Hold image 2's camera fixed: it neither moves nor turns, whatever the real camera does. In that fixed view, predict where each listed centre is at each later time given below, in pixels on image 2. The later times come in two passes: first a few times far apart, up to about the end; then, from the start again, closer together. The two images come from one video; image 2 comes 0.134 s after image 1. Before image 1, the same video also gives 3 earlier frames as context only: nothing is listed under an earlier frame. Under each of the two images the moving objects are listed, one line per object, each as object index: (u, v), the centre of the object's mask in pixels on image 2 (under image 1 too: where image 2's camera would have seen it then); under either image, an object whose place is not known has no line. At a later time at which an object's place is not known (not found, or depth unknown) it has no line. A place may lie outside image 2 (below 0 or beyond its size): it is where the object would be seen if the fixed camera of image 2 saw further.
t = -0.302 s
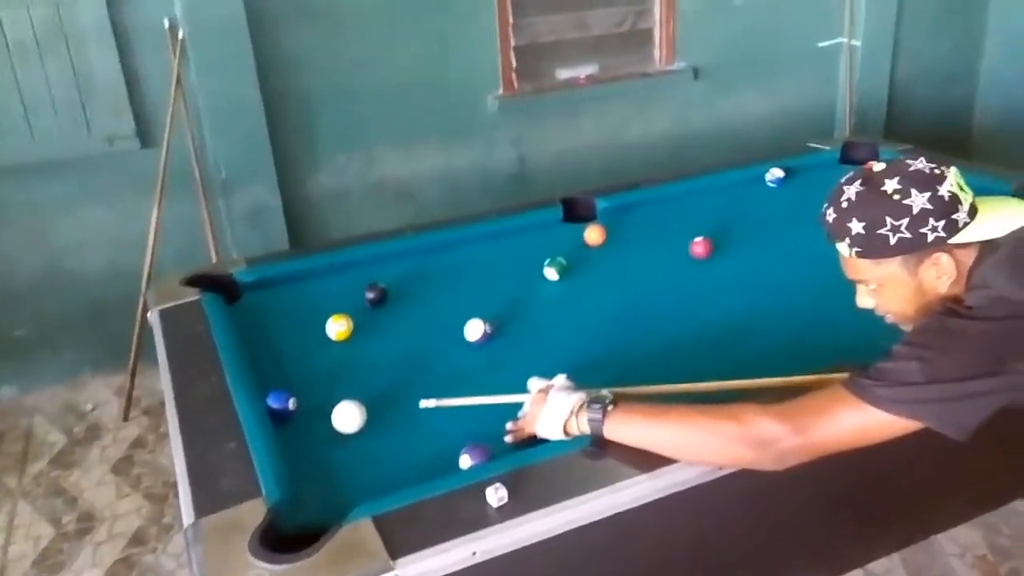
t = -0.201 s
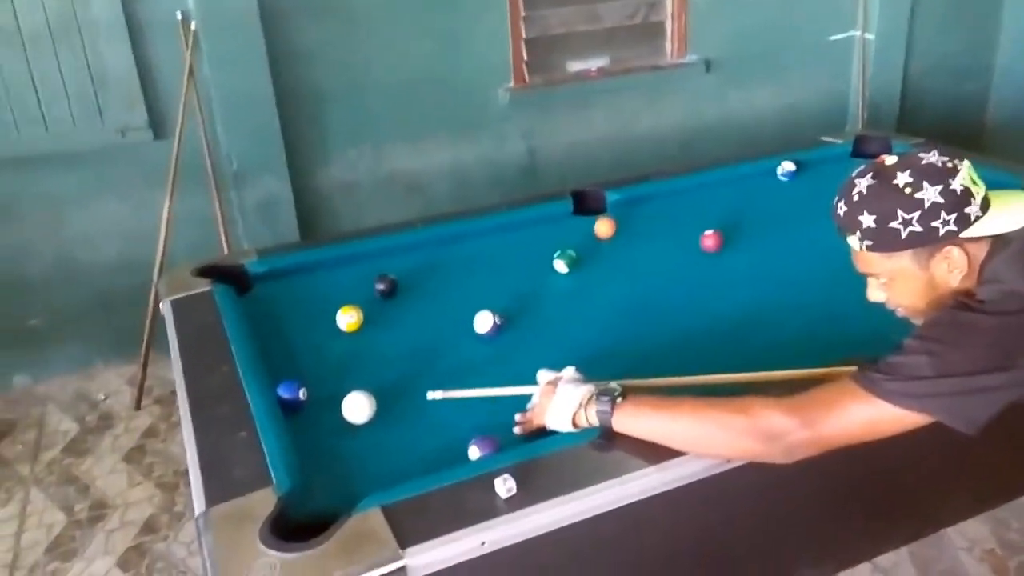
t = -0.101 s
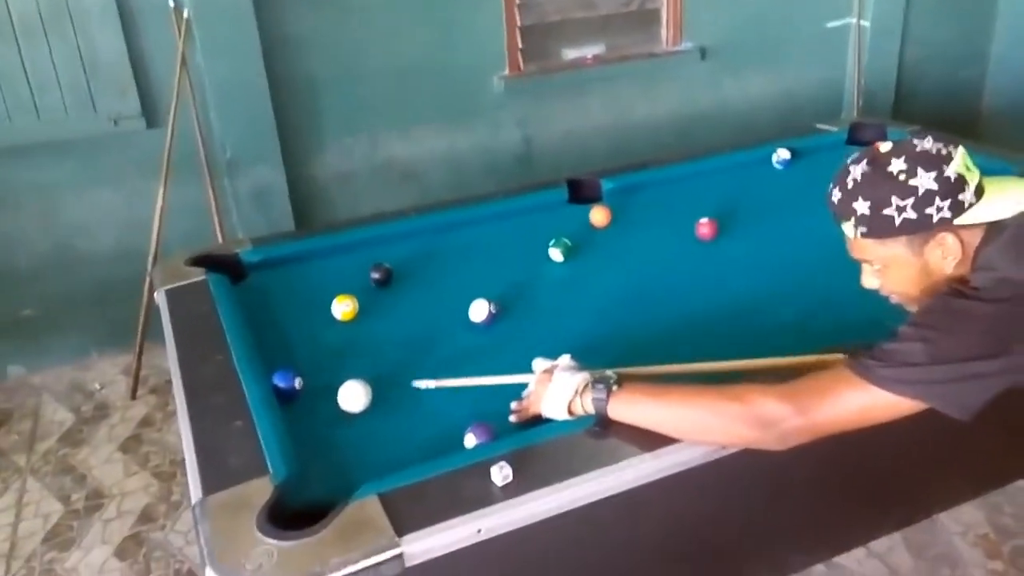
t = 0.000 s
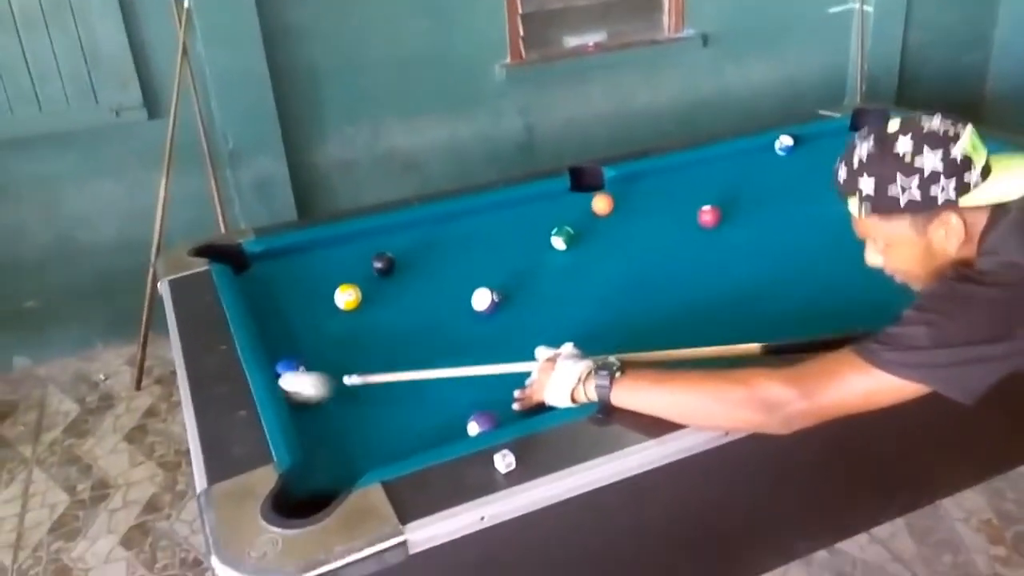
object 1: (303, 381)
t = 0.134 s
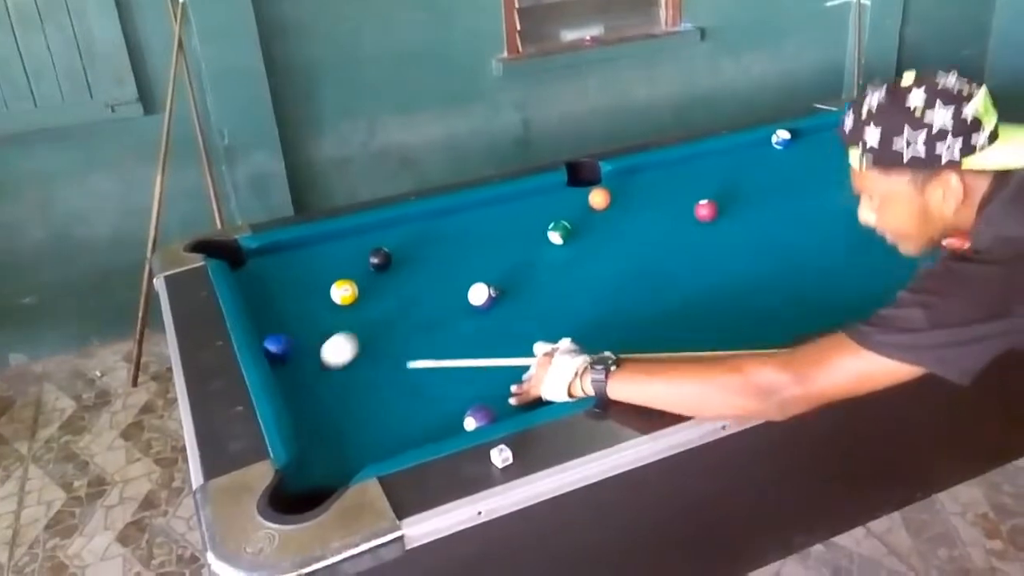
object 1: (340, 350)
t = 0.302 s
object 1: (398, 311)
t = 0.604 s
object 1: (483, 256)
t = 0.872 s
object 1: (543, 217)
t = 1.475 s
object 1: (641, 180)
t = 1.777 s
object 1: (683, 191)
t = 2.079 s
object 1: (727, 201)
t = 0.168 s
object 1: (352, 342)
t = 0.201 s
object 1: (364, 333)
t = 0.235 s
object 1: (376, 326)
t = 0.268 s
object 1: (388, 318)
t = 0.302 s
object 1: (398, 311)
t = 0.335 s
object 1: (409, 304)
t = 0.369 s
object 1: (419, 298)
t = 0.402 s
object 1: (429, 291)
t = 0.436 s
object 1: (439, 285)
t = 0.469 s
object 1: (448, 279)
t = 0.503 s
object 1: (457, 273)
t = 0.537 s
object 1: (466, 267)
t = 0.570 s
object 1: (475, 261)
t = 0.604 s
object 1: (483, 256)
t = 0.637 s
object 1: (491, 251)
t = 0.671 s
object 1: (500, 246)
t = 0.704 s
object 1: (508, 240)
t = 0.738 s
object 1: (515, 236)
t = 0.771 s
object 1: (522, 231)
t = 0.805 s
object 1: (529, 227)
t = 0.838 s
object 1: (536, 222)
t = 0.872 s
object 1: (543, 217)
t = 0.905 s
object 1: (549, 213)
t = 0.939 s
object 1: (555, 209)
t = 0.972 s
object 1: (562, 205)
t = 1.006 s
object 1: (568, 201)
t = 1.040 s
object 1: (575, 197)
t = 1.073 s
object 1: (580, 193)
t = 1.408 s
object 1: (632, 178)
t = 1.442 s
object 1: (636, 179)
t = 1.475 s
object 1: (641, 180)
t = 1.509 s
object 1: (645, 181)
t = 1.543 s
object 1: (650, 183)
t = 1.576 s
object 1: (655, 184)
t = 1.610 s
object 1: (659, 185)
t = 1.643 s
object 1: (664, 186)
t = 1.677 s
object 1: (669, 187)
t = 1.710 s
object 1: (673, 189)
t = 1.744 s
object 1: (678, 190)
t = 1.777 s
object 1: (683, 191)
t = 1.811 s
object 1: (688, 192)
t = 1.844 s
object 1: (692, 194)
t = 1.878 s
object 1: (697, 194)
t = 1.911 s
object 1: (701, 194)
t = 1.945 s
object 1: (707, 195)
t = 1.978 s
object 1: (712, 195)
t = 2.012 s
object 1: (718, 197)
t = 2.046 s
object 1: (723, 199)
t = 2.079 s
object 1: (727, 201)
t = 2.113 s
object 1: (732, 202)
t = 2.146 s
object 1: (737, 204)
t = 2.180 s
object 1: (741, 205)
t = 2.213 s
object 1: (746, 206)
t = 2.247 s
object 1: (751, 207)
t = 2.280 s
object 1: (756, 208)
